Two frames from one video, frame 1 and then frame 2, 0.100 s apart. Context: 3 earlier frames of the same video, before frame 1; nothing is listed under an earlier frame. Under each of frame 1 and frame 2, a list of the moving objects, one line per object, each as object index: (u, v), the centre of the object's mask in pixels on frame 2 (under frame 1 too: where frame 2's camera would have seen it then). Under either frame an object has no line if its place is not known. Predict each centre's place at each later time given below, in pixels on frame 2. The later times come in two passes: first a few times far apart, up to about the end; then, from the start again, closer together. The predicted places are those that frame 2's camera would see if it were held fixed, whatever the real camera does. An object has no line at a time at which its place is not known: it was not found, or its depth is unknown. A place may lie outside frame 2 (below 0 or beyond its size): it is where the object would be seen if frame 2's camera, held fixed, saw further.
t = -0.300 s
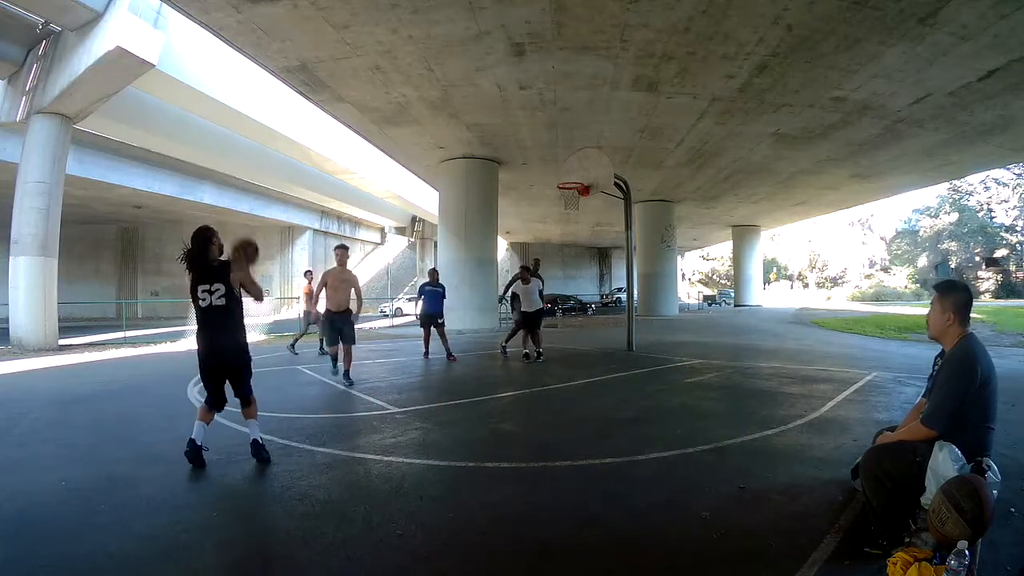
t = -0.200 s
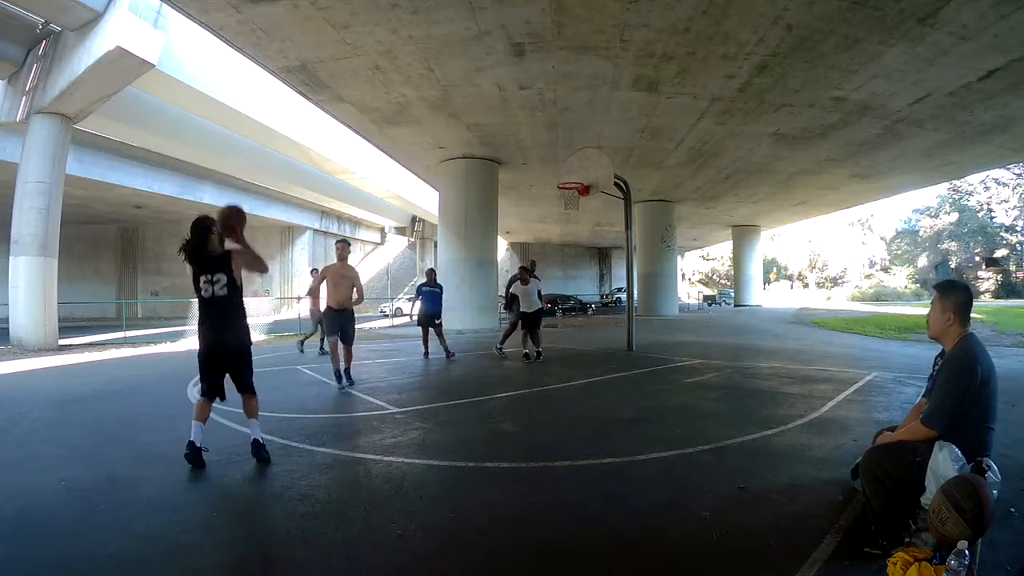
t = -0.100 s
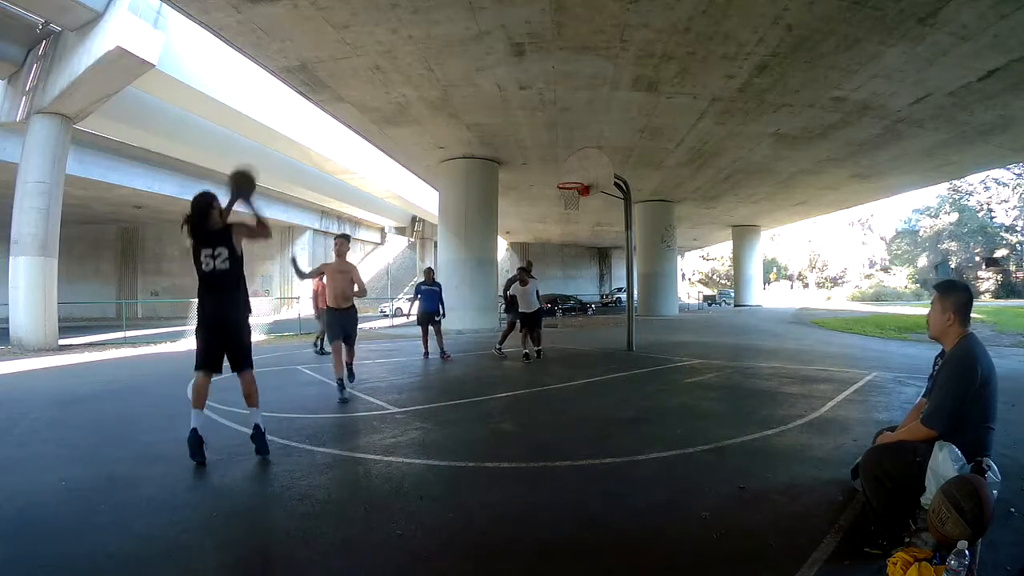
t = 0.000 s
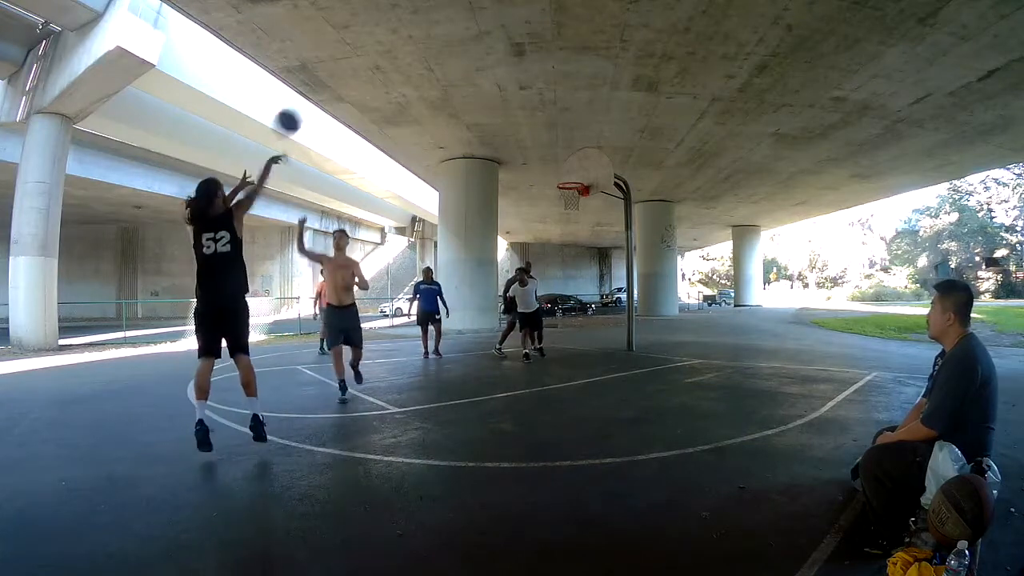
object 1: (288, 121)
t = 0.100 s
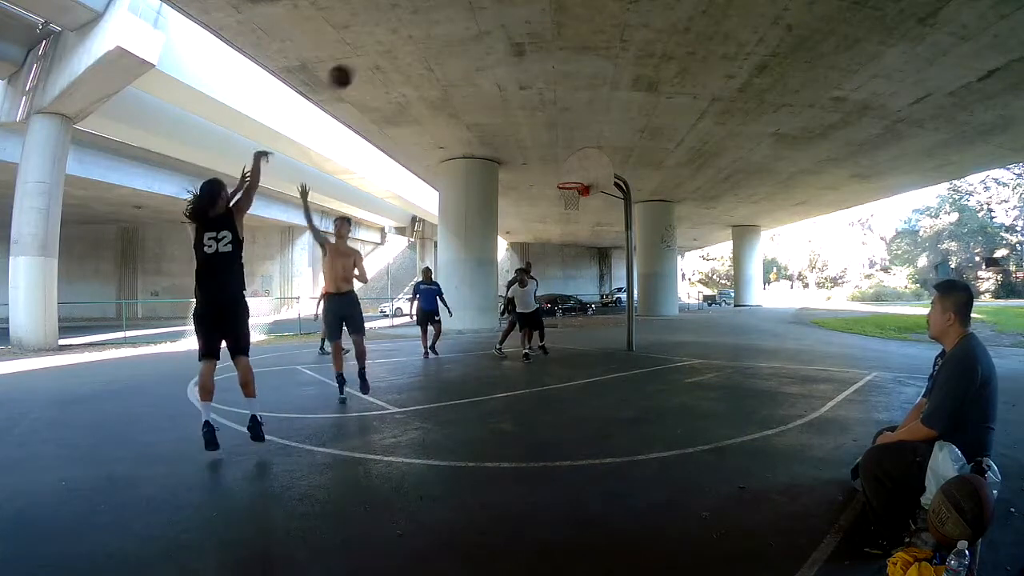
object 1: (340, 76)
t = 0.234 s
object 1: (395, 46)
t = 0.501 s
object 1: (469, 41)
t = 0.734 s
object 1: (515, 72)
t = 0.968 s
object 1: (550, 128)
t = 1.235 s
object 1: (578, 204)
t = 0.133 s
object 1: (355, 66)
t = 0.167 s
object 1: (370, 58)
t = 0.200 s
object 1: (382, 51)
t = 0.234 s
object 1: (395, 46)
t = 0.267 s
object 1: (406, 42)
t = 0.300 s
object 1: (417, 39)
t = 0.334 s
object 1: (427, 37)
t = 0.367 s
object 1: (436, 36)
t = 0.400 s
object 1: (445, 36)
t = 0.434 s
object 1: (454, 37)
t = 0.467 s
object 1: (462, 39)
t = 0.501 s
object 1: (469, 41)
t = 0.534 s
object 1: (477, 43)
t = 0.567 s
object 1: (484, 47)
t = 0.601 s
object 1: (491, 51)
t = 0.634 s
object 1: (497, 55)
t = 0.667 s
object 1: (504, 61)
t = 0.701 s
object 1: (509, 66)
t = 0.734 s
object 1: (515, 72)
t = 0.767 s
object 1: (521, 79)
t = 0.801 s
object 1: (525, 86)
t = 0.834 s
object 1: (530, 93)
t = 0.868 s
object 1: (535, 101)
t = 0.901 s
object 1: (540, 110)
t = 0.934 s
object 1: (545, 118)
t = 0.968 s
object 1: (550, 128)
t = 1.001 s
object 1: (554, 137)
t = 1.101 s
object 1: (566, 168)
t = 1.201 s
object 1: (577, 199)
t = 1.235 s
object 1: (578, 204)
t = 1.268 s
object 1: (578, 208)
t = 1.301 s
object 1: (578, 213)
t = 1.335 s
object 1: (578, 219)
